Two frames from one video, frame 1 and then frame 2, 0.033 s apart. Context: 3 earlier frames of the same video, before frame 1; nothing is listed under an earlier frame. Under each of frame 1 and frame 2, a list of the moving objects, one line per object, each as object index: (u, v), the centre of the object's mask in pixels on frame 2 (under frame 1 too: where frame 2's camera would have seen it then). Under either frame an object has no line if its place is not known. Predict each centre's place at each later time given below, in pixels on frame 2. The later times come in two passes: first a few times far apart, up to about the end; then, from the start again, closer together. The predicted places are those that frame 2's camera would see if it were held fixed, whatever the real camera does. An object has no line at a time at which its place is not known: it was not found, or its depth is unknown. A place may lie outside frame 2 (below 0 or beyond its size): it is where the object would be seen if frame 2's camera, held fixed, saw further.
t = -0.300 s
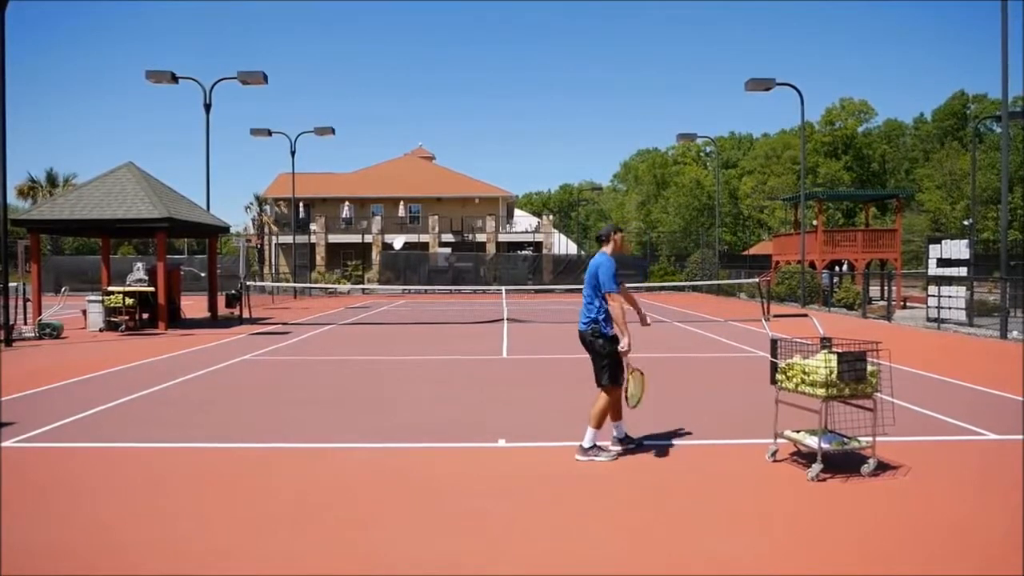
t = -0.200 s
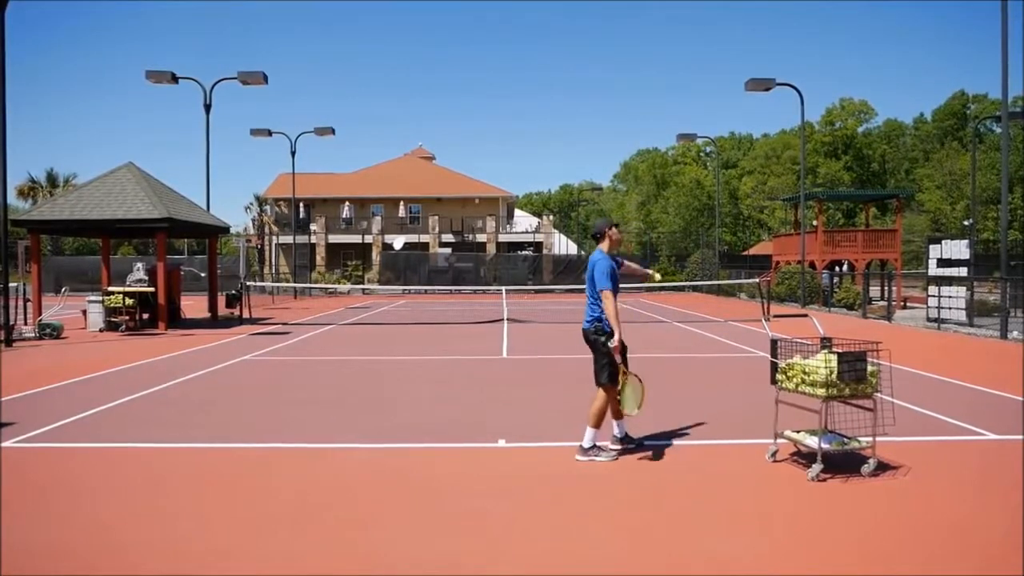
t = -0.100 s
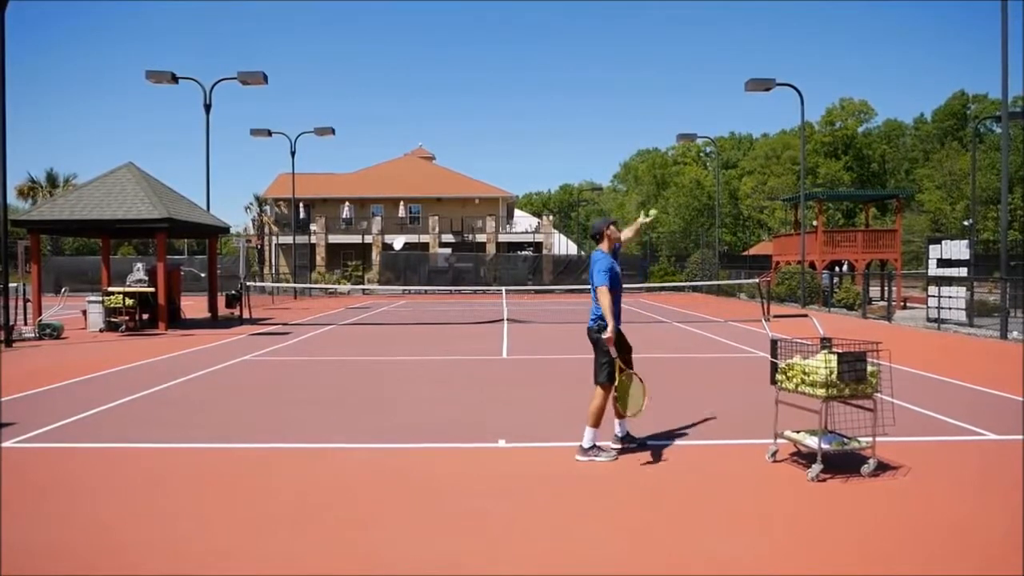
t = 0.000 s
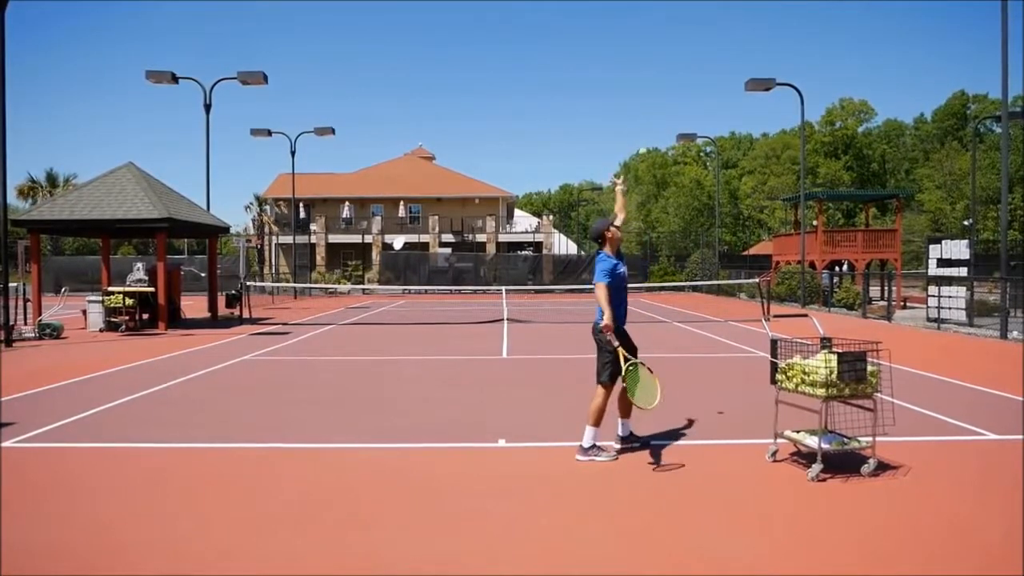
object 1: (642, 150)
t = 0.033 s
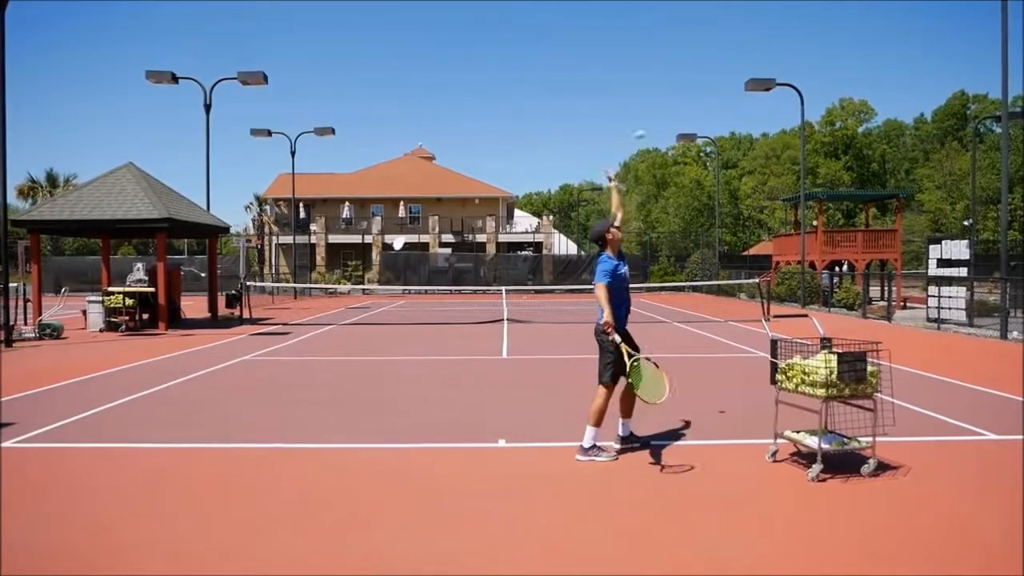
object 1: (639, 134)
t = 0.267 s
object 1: (619, 49)
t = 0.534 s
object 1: (600, 31)
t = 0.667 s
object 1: (592, 53)
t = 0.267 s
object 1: (619, 49)
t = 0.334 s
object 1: (614, 37)
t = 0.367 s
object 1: (611, 33)
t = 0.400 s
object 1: (609, 30)
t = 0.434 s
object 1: (606, 29)
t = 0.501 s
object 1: (601, 29)
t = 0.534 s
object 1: (600, 31)
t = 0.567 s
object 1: (597, 34)
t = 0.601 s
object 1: (595, 39)
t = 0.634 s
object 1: (593, 45)
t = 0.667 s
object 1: (592, 53)
